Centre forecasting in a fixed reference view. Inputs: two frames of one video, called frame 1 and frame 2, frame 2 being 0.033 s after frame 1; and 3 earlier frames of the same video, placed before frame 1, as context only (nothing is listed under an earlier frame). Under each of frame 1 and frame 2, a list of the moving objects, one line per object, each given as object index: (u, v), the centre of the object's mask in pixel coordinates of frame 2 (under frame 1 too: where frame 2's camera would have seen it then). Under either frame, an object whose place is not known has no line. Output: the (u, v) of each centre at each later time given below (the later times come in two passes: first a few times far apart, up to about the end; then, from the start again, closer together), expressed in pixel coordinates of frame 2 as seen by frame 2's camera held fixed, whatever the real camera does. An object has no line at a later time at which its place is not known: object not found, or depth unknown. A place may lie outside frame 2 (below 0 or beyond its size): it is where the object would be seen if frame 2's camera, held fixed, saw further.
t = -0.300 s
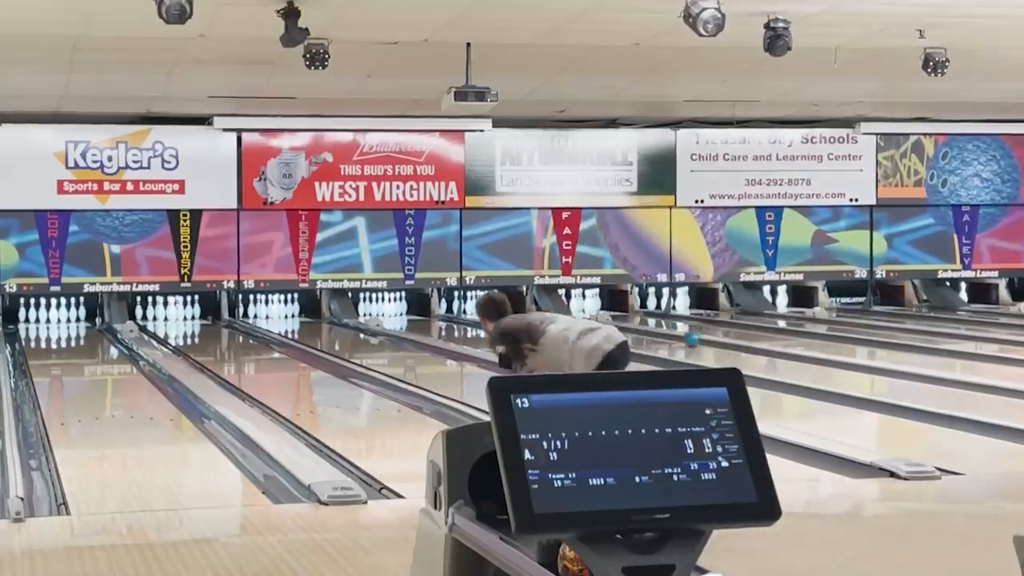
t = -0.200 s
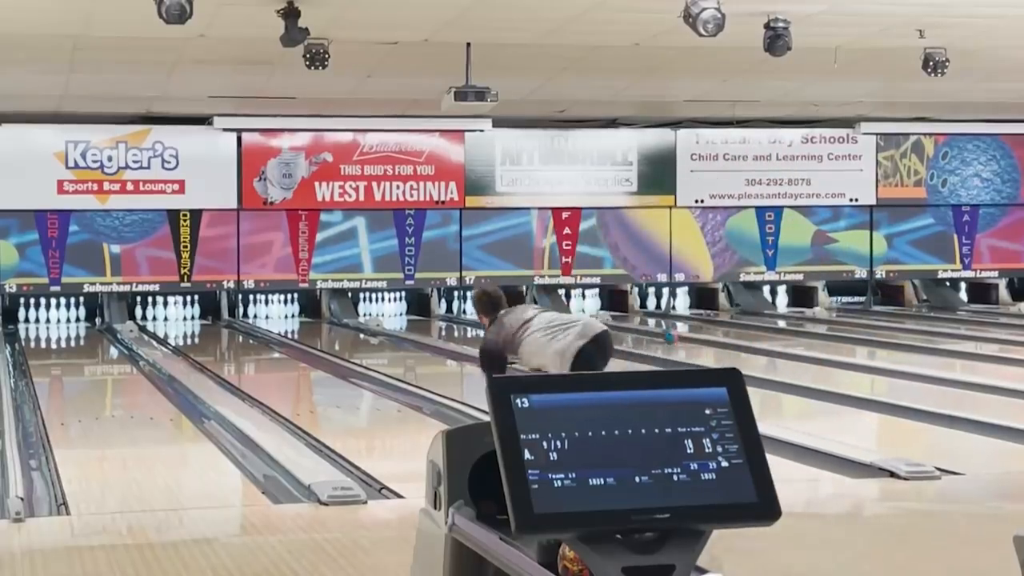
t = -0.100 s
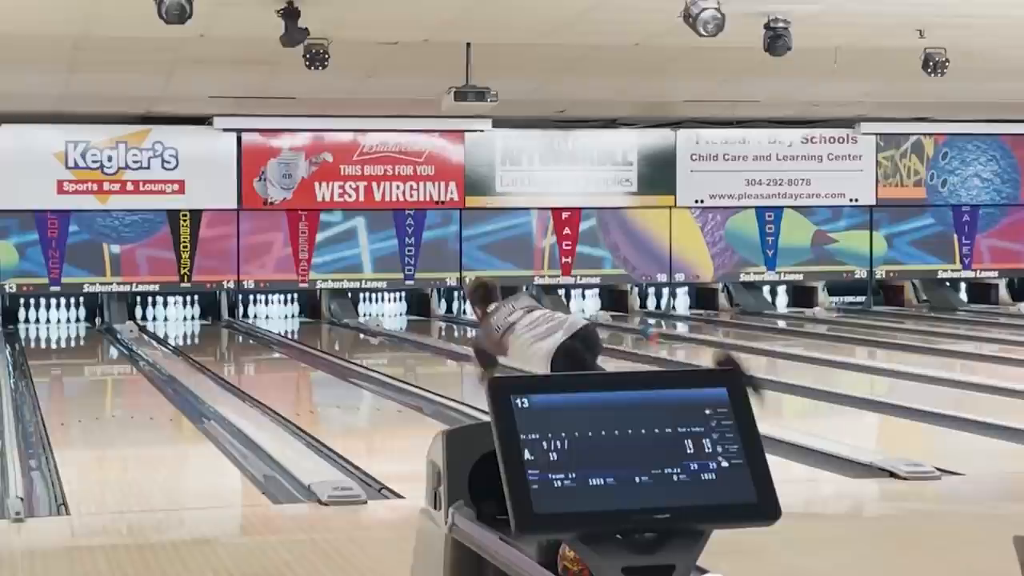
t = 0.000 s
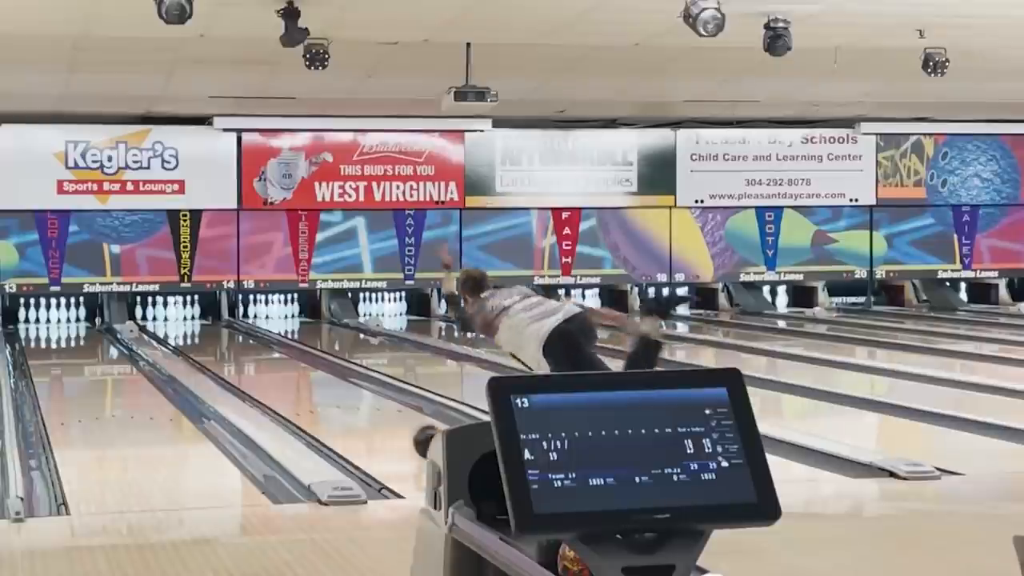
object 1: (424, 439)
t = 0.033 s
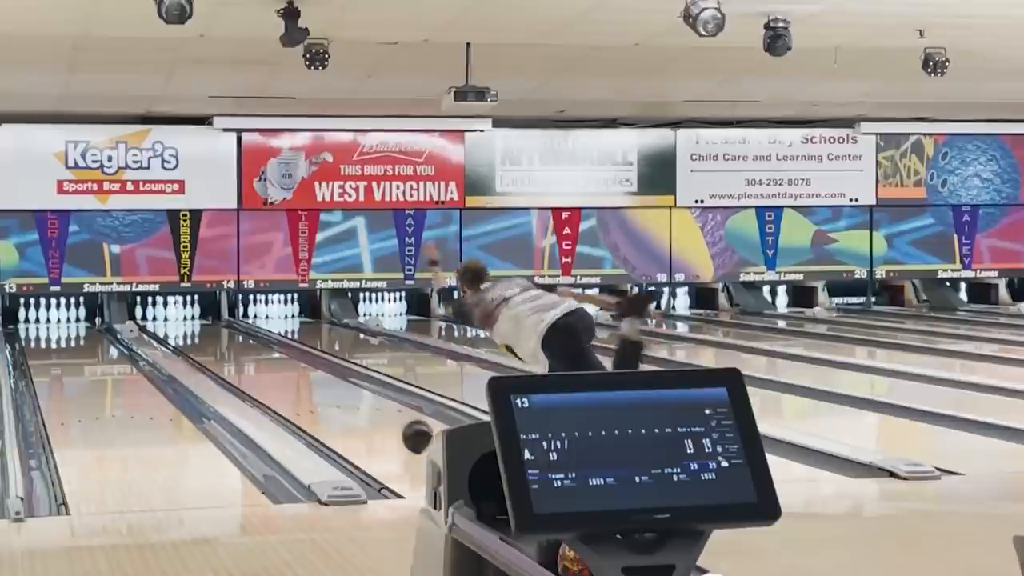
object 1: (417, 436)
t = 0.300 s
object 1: (342, 401)
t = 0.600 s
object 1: (283, 376)
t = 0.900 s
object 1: (241, 357)
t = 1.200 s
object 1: (209, 341)
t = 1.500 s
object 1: (188, 330)
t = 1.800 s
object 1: (176, 321)
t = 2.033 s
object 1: (172, 315)
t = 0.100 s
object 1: (395, 426)
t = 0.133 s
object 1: (385, 422)
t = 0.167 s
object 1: (376, 417)
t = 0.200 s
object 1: (366, 413)
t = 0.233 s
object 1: (358, 409)
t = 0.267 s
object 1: (349, 405)
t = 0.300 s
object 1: (342, 401)
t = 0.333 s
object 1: (334, 398)
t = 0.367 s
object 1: (327, 395)
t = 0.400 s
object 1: (320, 392)
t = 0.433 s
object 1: (313, 389)
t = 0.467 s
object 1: (307, 386)
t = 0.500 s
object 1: (300, 383)
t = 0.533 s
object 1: (294, 381)
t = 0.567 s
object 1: (289, 378)
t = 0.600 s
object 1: (283, 376)
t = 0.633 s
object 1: (278, 373)
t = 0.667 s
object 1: (273, 371)
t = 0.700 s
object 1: (267, 369)
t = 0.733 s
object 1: (263, 366)
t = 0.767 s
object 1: (258, 365)
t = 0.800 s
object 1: (254, 362)
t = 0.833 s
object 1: (249, 360)
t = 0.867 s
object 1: (244, 359)
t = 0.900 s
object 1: (241, 357)
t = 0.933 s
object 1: (237, 355)
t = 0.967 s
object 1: (234, 353)
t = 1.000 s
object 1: (229, 351)
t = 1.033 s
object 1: (226, 349)
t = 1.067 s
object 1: (223, 348)
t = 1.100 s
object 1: (219, 346)
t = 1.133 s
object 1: (215, 345)
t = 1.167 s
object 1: (213, 343)
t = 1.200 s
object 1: (209, 341)
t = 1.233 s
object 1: (206, 340)
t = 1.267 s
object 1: (203, 339)
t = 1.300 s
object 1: (201, 337)
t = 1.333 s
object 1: (199, 336)
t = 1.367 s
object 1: (197, 335)
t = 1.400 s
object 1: (194, 334)
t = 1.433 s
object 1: (192, 333)
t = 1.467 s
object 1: (191, 332)
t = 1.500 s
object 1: (188, 330)
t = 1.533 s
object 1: (187, 328)
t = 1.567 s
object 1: (185, 328)
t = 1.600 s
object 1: (184, 327)
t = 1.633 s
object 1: (182, 326)
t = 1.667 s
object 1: (181, 325)
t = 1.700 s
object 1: (180, 324)
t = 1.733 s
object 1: (179, 323)
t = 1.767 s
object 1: (178, 322)
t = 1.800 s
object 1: (176, 321)
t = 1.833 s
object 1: (175, 320)
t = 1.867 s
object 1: (174, 319)
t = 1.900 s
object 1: (173, 318)
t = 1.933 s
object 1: (173, 318)
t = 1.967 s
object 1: (173, 317)
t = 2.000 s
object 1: (172, 316)
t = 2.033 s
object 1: (172, 315)
